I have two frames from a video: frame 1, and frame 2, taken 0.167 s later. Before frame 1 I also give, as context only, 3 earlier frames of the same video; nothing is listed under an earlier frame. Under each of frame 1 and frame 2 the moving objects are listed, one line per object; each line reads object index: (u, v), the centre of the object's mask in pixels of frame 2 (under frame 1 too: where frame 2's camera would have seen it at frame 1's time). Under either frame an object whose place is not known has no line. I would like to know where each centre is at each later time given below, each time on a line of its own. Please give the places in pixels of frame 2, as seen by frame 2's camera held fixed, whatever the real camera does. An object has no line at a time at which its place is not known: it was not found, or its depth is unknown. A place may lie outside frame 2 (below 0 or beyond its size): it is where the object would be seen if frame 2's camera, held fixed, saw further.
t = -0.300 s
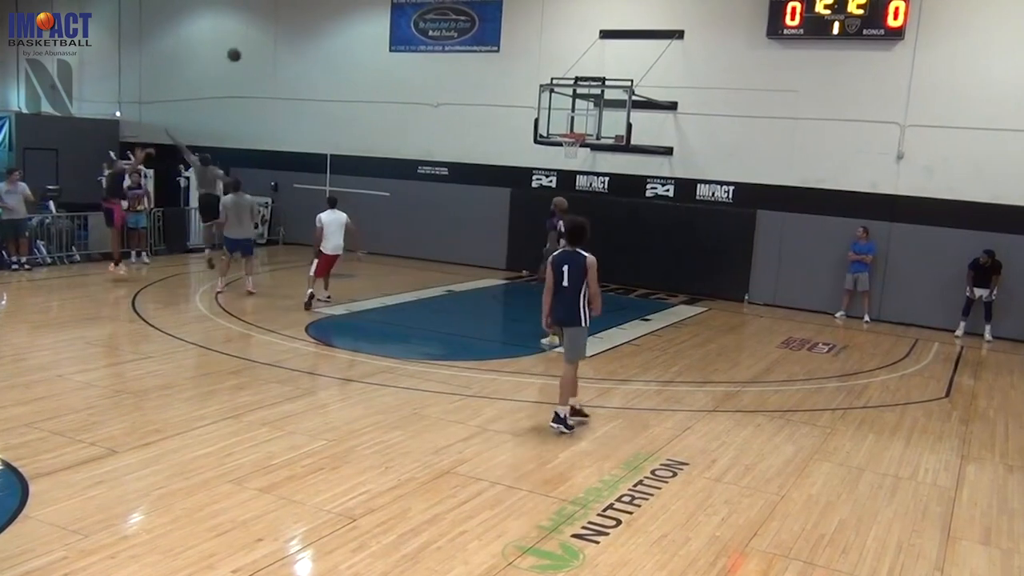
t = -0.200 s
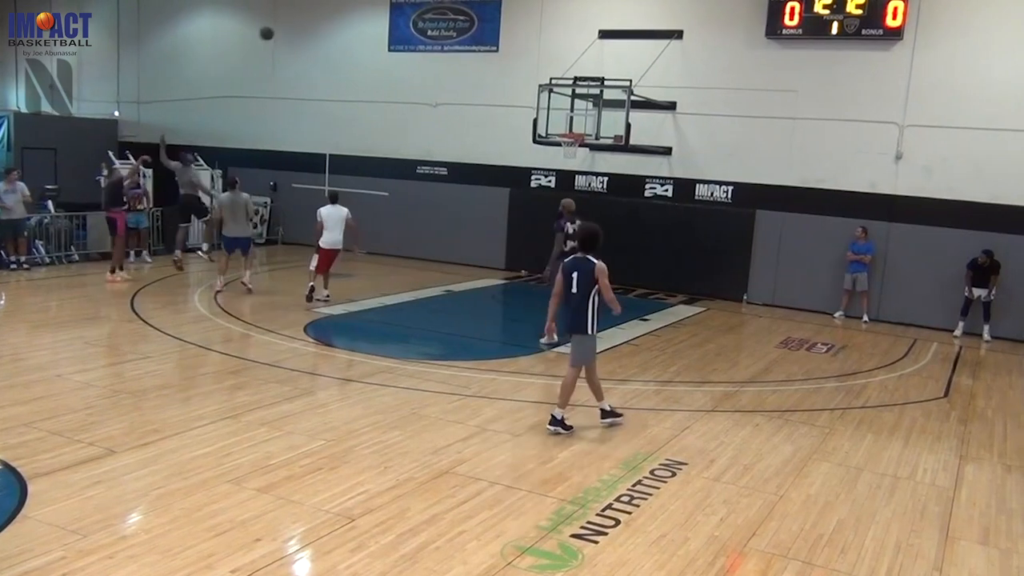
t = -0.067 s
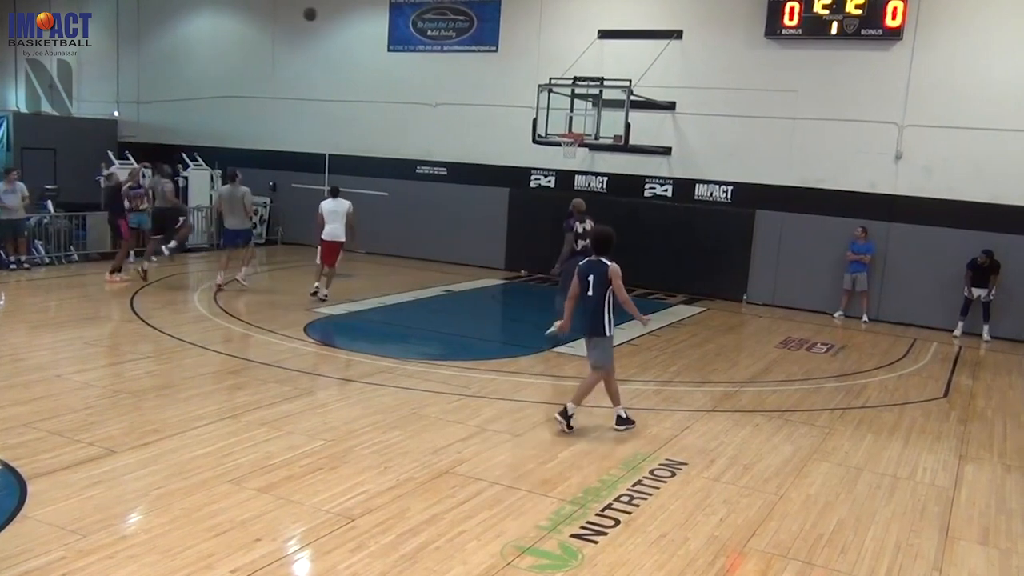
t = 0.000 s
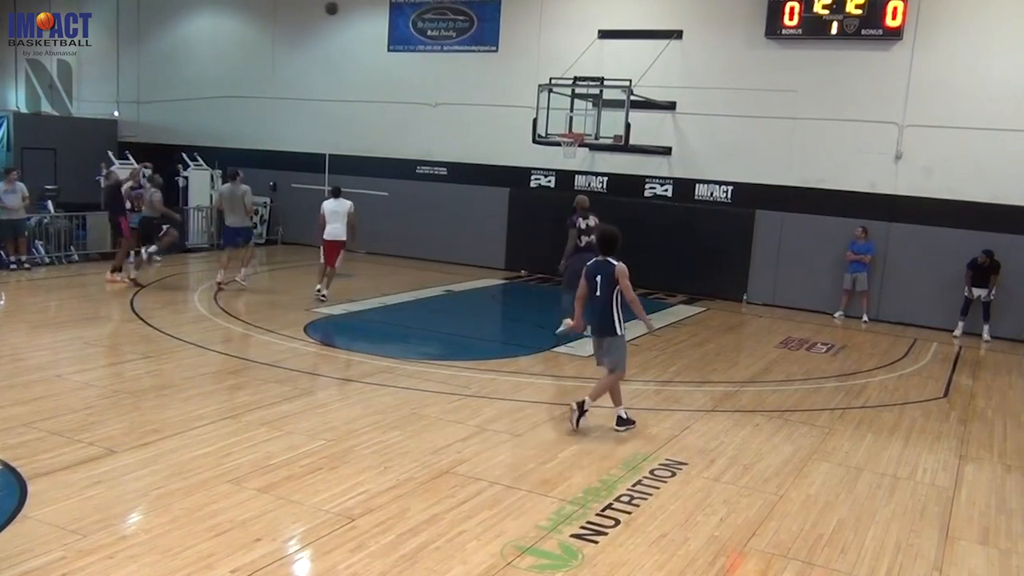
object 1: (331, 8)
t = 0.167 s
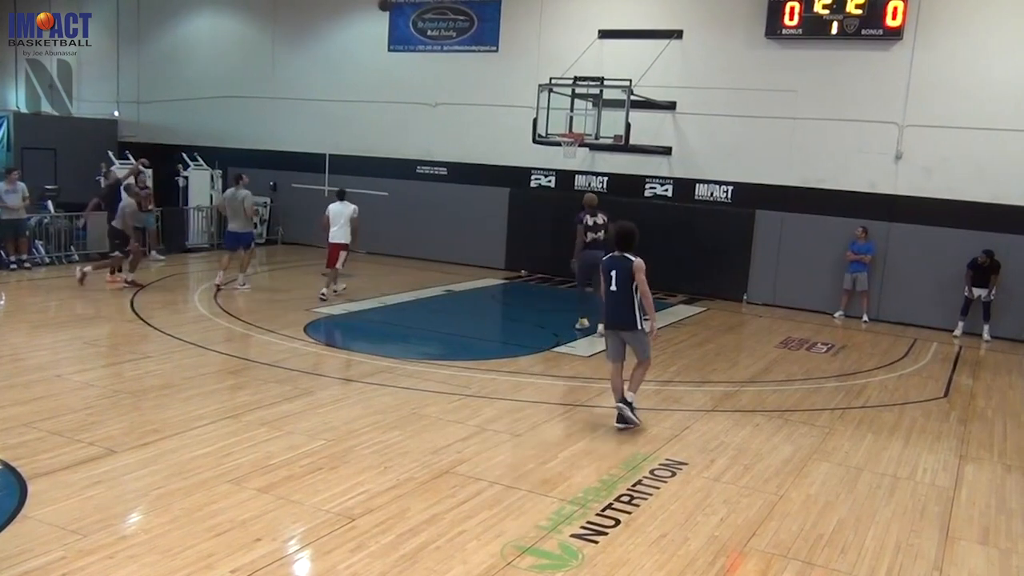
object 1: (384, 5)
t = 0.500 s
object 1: (482, 45)
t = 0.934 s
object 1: (570, 148)
